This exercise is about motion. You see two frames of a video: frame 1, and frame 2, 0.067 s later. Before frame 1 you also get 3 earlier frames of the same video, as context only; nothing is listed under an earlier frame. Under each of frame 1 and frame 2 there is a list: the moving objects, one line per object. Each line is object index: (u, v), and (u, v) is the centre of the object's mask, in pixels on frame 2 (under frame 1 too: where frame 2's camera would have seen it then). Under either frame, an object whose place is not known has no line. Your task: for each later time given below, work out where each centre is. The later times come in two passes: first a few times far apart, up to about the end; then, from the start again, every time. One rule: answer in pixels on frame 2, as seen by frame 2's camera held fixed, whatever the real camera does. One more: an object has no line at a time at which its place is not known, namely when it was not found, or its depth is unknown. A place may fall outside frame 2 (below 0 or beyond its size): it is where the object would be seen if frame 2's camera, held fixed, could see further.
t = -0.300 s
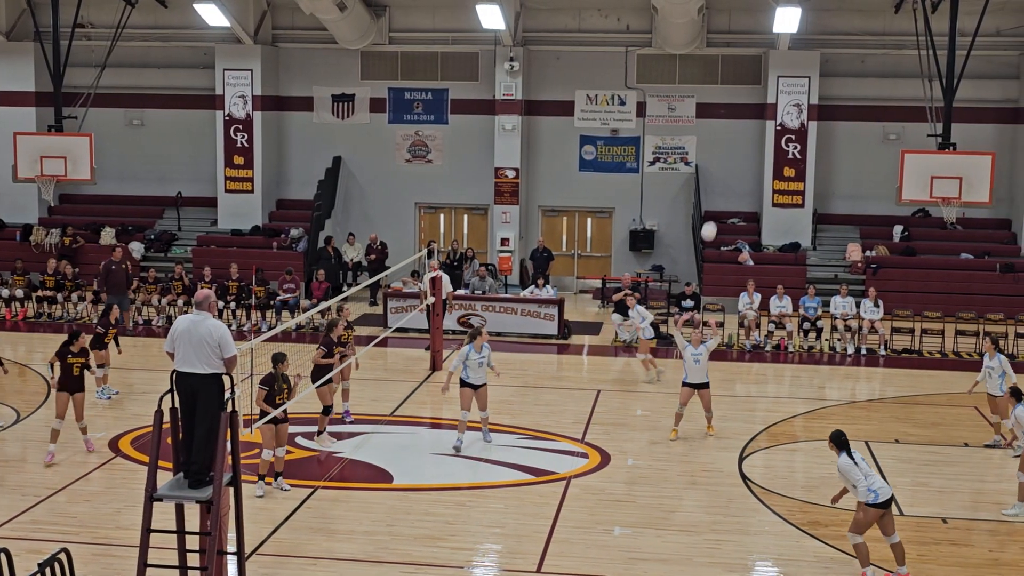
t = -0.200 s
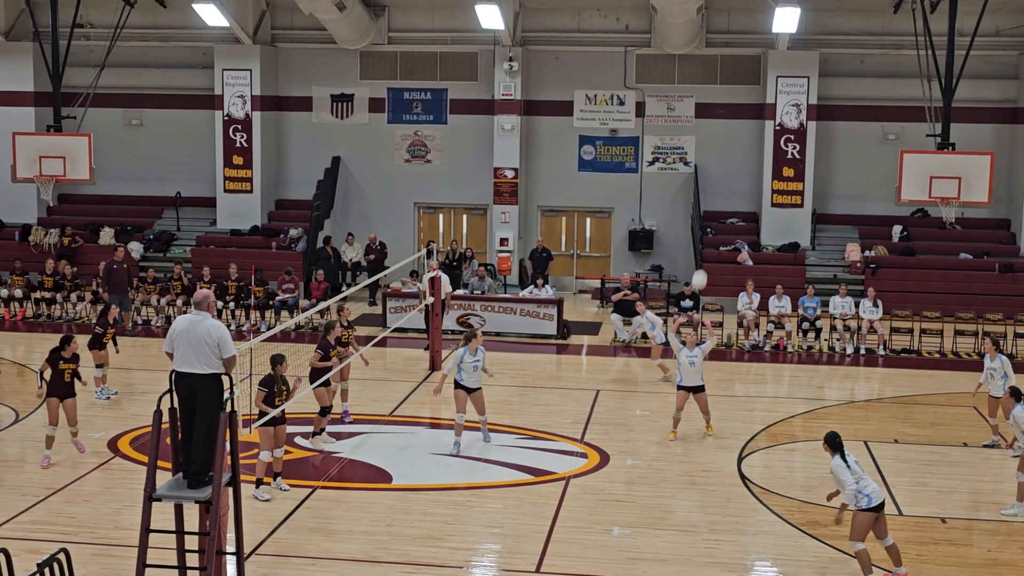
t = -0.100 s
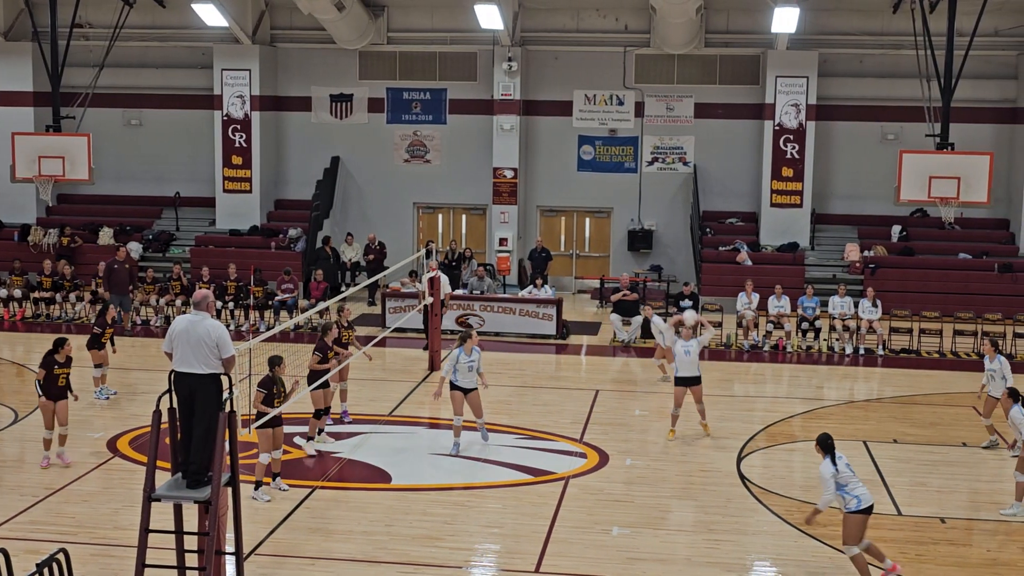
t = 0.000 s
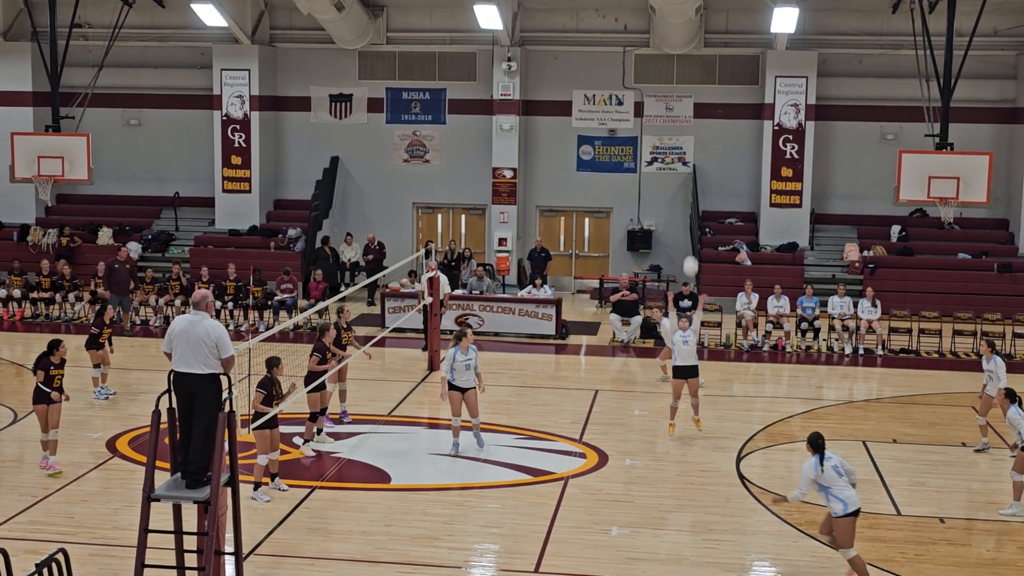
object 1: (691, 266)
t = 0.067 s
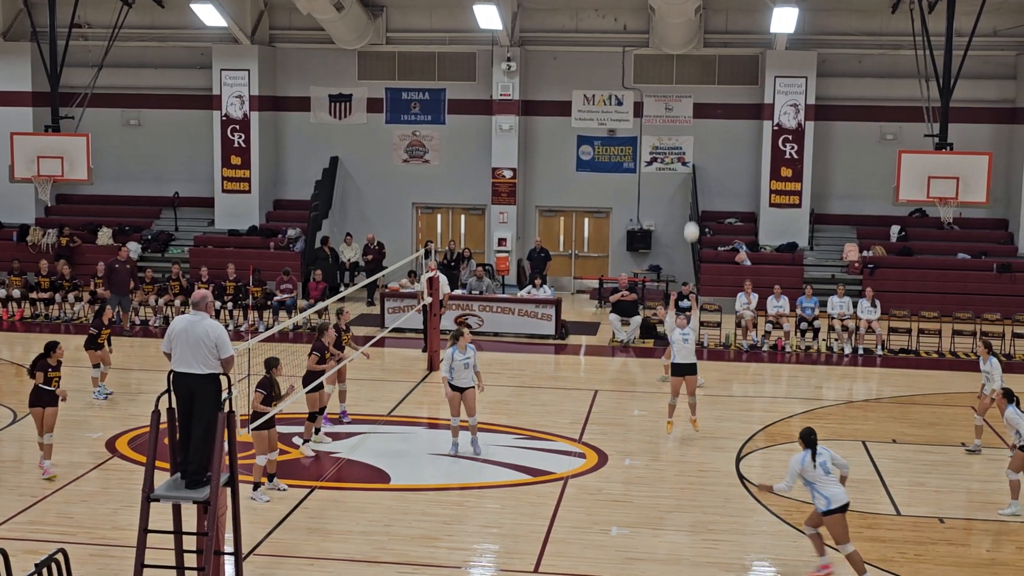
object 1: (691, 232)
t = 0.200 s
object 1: (693, 171)
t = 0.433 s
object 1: (696, 95)
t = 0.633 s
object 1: (695, 60)
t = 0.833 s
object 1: (694, 56)
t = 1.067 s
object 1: (691, 89)
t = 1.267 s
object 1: (689, 152)
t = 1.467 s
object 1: (685, 247)
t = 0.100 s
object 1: (692, 215)
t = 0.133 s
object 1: (692, 200)
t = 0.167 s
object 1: (693, 185)
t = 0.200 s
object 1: (693, 171)
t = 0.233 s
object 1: (694, 157)
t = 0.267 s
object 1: (694, 146)
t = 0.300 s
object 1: (695, 134)
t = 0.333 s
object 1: (695, 123)
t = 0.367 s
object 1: (695, 113)
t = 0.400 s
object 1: (696, 104)
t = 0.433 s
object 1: (696, 95)
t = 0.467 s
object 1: (696, 88)
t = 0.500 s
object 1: (696, 80)
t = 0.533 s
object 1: (695, 75)
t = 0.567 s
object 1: (696, 69)
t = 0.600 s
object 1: (696, 64)
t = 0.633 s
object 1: (695, 60)
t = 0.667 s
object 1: (695, 58)
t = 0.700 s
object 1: (695, 55)
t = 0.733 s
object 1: (695, 54)
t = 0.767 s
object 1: (695, 54)
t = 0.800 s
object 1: (694, 54)
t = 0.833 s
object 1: (694, 56)
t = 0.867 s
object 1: (694, 58)
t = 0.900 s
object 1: (693, 61)
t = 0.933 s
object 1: (693, 65)
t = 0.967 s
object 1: (692, 69)
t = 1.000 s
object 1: (692, 75)
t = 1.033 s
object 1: (692, 82)
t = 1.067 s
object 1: (691, 89)
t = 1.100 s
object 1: (691, 97)
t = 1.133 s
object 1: (691, 107)
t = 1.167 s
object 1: (690, 116)
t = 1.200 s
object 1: (690, 128)
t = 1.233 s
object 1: (689, 140)
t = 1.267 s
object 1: (689, 152)
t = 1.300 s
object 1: (689, 166)
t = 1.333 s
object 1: (688, 181)
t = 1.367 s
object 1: (687, 196)
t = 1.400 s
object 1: (686, 212)
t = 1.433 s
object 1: (685, 229)
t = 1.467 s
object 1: (685, 247)
